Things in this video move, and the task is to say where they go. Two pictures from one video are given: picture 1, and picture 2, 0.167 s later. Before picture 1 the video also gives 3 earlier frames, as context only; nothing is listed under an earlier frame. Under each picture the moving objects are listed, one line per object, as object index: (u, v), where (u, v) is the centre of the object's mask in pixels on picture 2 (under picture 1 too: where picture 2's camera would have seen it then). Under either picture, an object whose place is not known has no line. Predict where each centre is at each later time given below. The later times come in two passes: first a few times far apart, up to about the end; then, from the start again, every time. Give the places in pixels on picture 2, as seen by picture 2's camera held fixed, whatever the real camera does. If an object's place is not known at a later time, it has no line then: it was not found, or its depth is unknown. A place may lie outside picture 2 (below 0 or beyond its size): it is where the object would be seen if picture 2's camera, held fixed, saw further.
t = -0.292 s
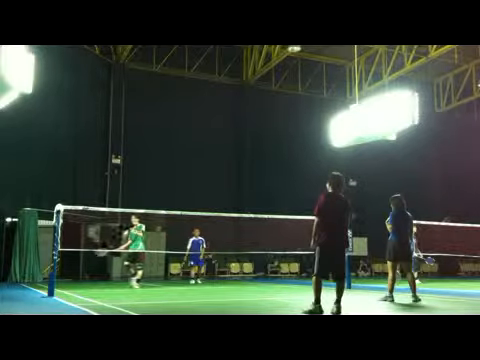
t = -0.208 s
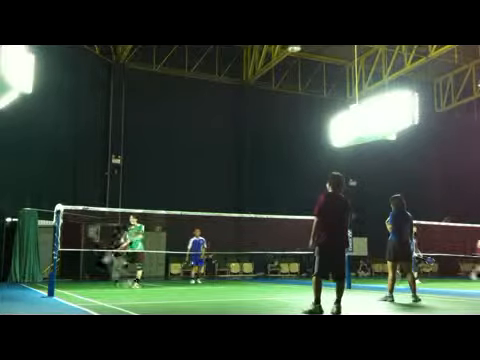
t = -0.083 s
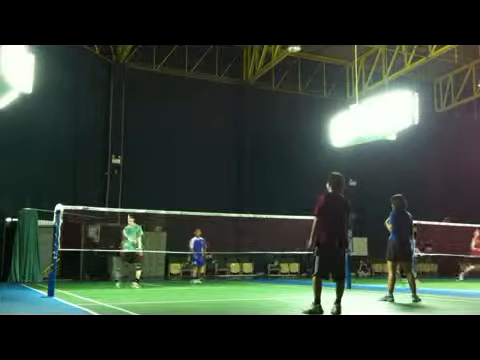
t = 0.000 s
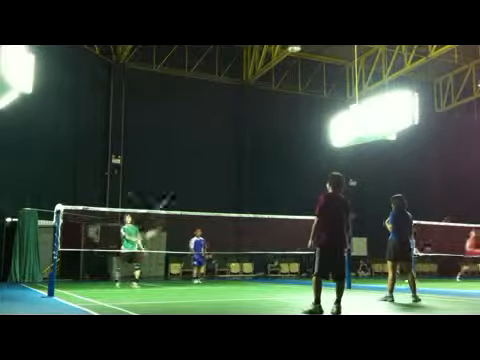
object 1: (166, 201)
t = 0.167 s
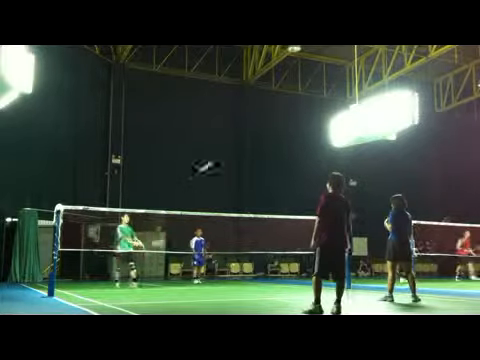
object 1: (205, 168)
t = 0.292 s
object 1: (232, 148)
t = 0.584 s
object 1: (288, 135)
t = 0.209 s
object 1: (216, 160)
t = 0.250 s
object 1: (222, 153)
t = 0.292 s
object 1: (232, 148)
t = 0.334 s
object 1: (242, 144)
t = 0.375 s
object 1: (248, 136)
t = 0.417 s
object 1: (264, 136)
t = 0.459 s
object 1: (265, 135)
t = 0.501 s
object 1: (279, 135)
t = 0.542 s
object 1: (283, 136)
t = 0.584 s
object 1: (288, 135)
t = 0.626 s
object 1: (296, 136)
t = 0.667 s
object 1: (302, 146)
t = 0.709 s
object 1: (311, 152)
